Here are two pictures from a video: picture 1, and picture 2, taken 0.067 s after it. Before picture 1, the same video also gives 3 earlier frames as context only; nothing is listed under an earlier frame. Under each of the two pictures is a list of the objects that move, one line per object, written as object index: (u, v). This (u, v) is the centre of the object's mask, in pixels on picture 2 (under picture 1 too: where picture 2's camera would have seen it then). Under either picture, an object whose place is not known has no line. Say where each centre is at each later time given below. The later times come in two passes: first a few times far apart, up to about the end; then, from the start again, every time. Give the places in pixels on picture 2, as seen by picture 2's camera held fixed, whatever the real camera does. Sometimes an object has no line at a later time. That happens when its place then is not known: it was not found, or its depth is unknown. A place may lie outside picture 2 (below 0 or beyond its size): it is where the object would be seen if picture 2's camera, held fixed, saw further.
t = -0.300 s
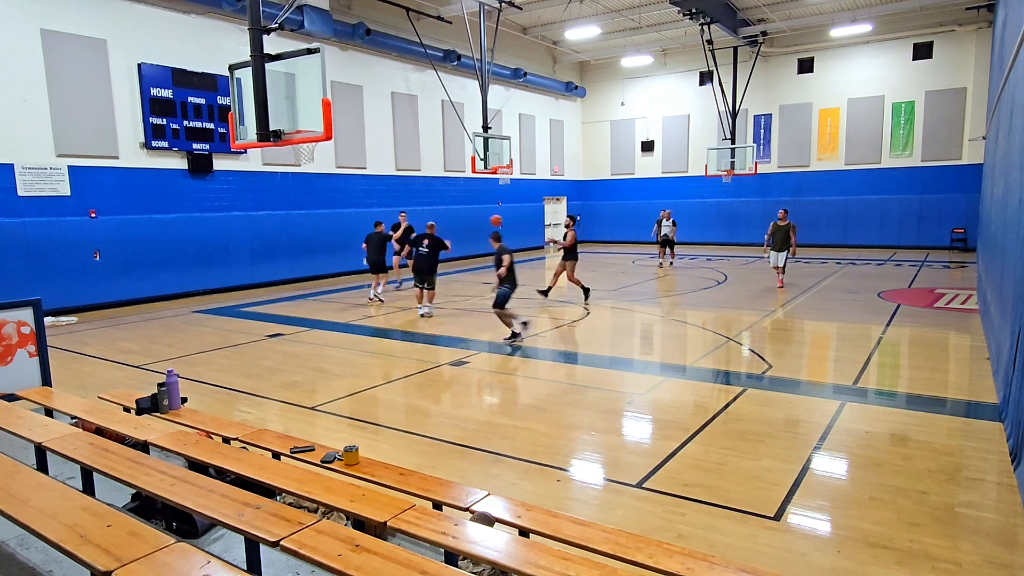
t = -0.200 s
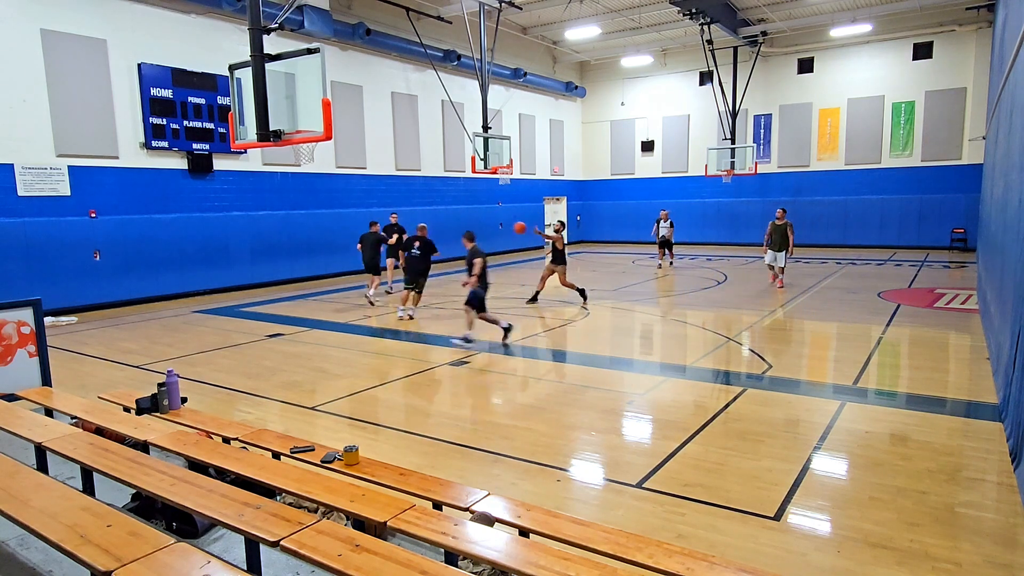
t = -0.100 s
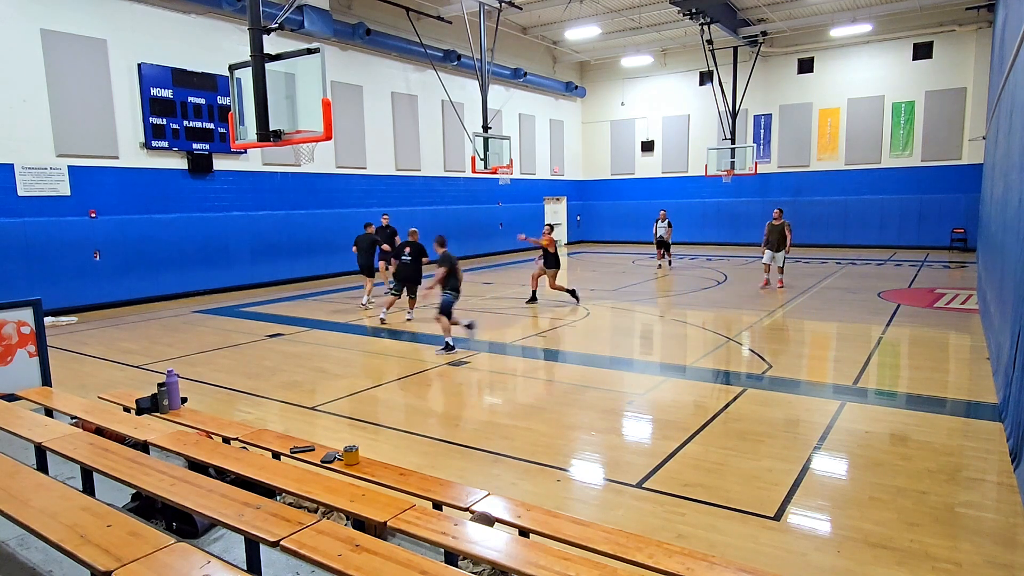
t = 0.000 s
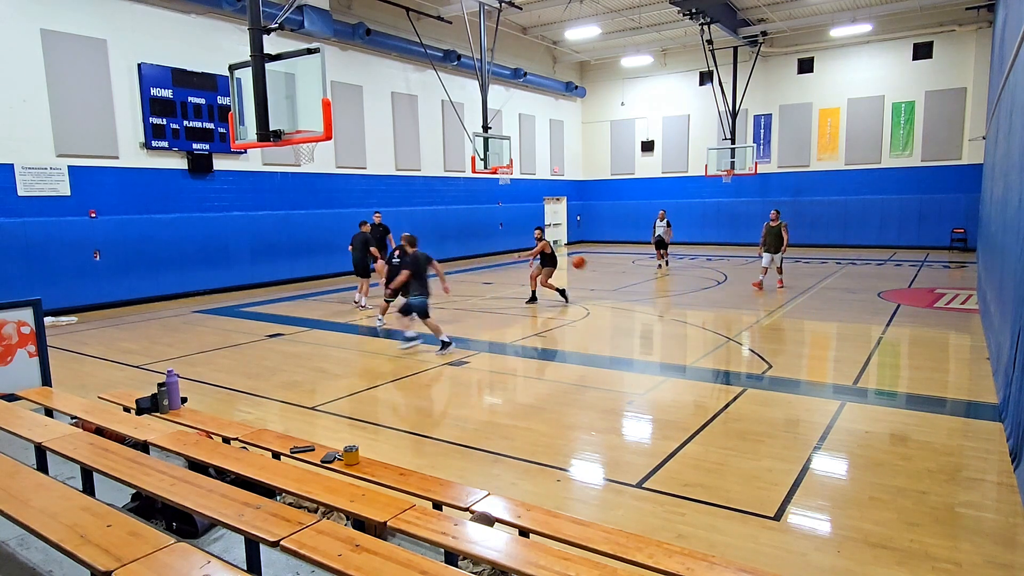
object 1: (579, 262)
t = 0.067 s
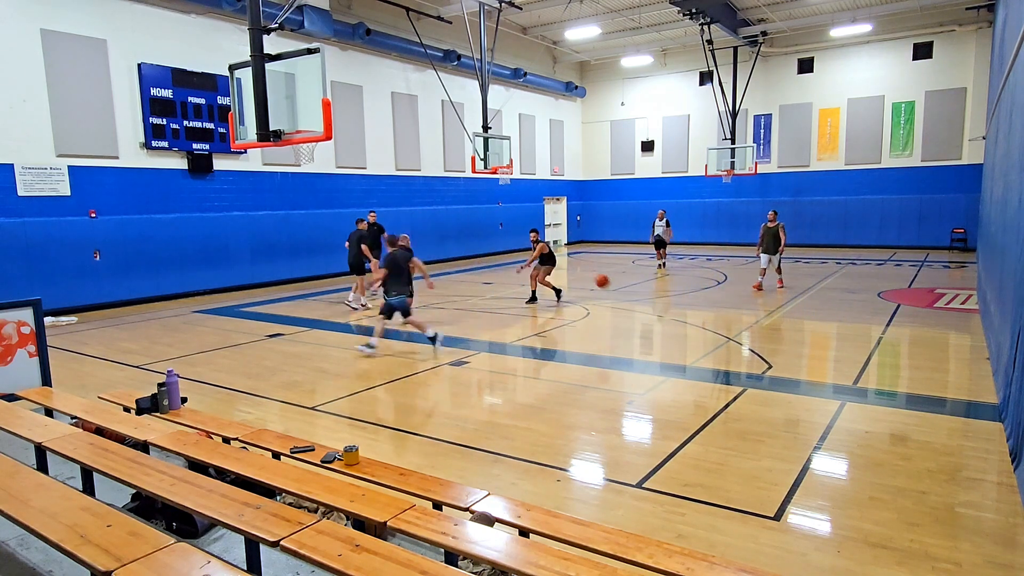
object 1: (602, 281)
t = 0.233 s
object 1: (669, 335)
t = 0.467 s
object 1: (734, 292)
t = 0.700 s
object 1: (815, 286)
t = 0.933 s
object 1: (914, 333)
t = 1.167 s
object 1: (994, 408)
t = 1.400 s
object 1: (978, 417)
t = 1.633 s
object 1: (965, 424)
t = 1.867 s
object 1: (952, 435)
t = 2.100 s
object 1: (939, 442)
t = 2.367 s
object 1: (924, 451)
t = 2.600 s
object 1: (911, 458)
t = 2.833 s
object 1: (898, 467)
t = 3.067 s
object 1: (885, 475)
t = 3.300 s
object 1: (873, 483)
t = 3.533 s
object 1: (861, 492)
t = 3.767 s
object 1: (849, 502)
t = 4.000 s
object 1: (836, 511)
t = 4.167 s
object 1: (827, 518)
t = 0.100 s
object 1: (614, 292)
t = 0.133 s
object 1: (628, 304)
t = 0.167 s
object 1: (642, 318)
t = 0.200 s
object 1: (657, 332)
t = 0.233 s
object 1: (669, 335)
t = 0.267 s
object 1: (678, 327)
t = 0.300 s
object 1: (686, 320)
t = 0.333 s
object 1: (695, 313)
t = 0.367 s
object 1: (705, 306)
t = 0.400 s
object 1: (714, 301)
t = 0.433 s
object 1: (725, 296)
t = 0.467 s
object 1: (734, 292)
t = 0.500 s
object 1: (744, 289)
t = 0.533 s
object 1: (756, 286)
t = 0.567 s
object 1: (767, 284)
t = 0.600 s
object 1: (778, 283)
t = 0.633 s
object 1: (790, 283)
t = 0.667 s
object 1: (803, 284)
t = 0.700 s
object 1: (815, 286)
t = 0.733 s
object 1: (829, 289)
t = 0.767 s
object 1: (842, 293)
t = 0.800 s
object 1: (855, 299)
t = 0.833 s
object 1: (869, 305)
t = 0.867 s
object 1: (884, 312)
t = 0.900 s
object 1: (899, 322)
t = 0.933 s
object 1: (914, 333)
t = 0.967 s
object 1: (930, 344)
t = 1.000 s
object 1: (947, 358)
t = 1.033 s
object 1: (963, 373)
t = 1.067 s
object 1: (980, 391)
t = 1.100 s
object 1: (995, 409)
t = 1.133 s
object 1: (995, 409)
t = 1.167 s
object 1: (994, 408)
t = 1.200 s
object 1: (992, 408)
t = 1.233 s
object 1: (989, 410)
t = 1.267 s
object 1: (986, 413)
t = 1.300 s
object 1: (983, 418)
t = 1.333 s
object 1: (981, 420)
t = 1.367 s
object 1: (980, 418)
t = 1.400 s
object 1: (978, 417)
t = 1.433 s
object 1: (976, 417)
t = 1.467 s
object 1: (974, 418)
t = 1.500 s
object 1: (972, 421)
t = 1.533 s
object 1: (971, 426)
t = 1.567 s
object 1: (969, 425)
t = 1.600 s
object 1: (967, 424)
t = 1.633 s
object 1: (965, 424)
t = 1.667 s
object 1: (963, 426)
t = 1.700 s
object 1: (961, 430)
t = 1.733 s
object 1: (959, 430)
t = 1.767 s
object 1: (958, 430)
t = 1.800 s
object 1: (956, 431)
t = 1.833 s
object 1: (954, 433)
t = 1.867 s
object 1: (952, 435)
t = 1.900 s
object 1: (950, 435)
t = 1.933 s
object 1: (949, 436)
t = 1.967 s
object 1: (946, 438)
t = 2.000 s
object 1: (945, 438)
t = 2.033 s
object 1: (943, 439)
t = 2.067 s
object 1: (941, 441)
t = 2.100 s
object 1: (939, 442)
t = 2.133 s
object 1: (937, 443)
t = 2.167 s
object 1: (935, 445)
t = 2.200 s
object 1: (933, 446)
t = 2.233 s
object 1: (932, 447)
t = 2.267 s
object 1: (930, 448)
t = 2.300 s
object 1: (928, 448)
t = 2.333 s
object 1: (926, 450)
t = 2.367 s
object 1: (924, 451)
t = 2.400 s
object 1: (922, 452)
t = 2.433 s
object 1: (920, 453)
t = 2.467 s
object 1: (918, 454)
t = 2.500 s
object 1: (917, 456)
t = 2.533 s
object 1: (915, 456)
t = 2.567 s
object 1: (913, 457)
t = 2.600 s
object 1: (911, 458)
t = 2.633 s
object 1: (909, 460)
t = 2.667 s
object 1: (907, 461)
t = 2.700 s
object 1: (905, 462)
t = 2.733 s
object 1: (904, 463)
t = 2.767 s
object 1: (902, 464)
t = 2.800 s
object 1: (900, 465)
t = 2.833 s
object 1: (898, 467)
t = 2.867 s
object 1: (896, 468)
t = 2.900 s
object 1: (895, 469)
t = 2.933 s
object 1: (893, 470)
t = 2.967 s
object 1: (891, 472)
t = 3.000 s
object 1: (889, 472)
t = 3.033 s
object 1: (887, 474)
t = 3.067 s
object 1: (885, 475)
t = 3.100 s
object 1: (884, 476)
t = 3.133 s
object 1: (882, 477)
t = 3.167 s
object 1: (880, 478)
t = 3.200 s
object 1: (878, 480)
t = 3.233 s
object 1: (876, 481)
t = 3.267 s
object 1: (875, 482)
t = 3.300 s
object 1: (873, 483)
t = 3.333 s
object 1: (871, 485)
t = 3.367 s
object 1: (870, 486)
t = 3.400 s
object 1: (868, 487)
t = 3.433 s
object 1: (866, 488)
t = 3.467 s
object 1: (864, 490)
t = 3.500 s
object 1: (863, 491)
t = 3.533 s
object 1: (861, 492)
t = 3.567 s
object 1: (859, 493)
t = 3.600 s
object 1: (857, 495)
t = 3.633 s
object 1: (856, 496)
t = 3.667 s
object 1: (854, 497)
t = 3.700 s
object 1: (852, 499)
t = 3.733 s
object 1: (850, 500)
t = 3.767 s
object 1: (849, 502)
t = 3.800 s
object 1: (847, 503)
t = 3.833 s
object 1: (845, 504)
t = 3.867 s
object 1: (843, 505)
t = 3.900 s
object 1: (841, 507)
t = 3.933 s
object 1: (840, 508)
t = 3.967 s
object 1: (838, 510)
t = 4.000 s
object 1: (836, 511)
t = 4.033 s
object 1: (835, 512)
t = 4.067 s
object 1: (832, 514)
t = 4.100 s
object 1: (831, 515)
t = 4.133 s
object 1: (829, 517)
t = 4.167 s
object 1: (827, 518)
